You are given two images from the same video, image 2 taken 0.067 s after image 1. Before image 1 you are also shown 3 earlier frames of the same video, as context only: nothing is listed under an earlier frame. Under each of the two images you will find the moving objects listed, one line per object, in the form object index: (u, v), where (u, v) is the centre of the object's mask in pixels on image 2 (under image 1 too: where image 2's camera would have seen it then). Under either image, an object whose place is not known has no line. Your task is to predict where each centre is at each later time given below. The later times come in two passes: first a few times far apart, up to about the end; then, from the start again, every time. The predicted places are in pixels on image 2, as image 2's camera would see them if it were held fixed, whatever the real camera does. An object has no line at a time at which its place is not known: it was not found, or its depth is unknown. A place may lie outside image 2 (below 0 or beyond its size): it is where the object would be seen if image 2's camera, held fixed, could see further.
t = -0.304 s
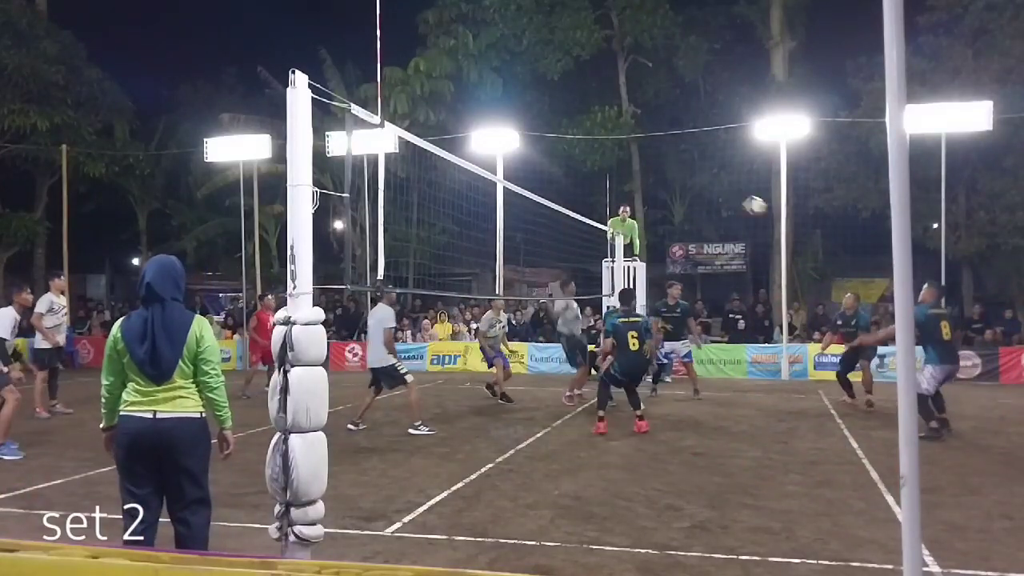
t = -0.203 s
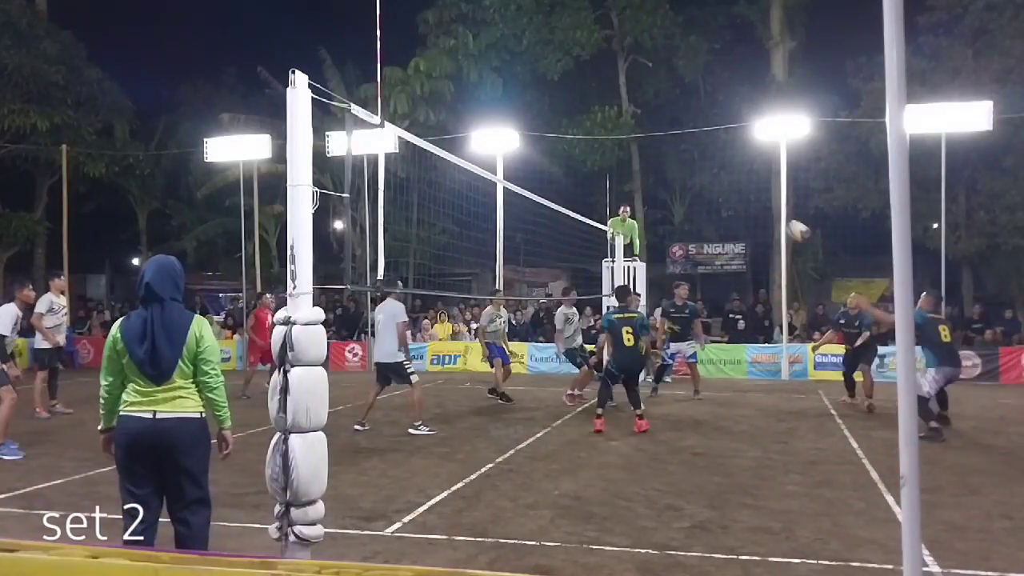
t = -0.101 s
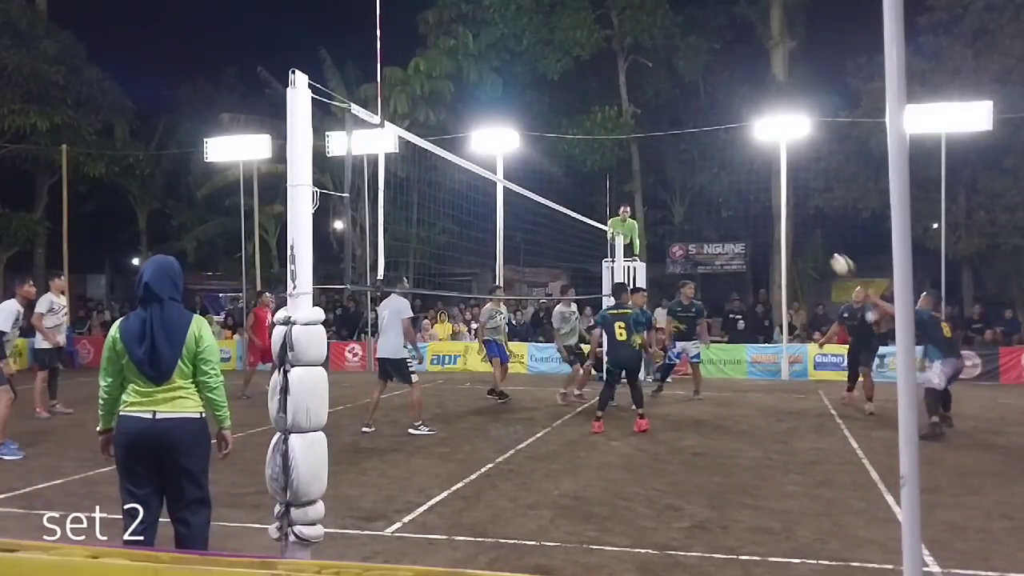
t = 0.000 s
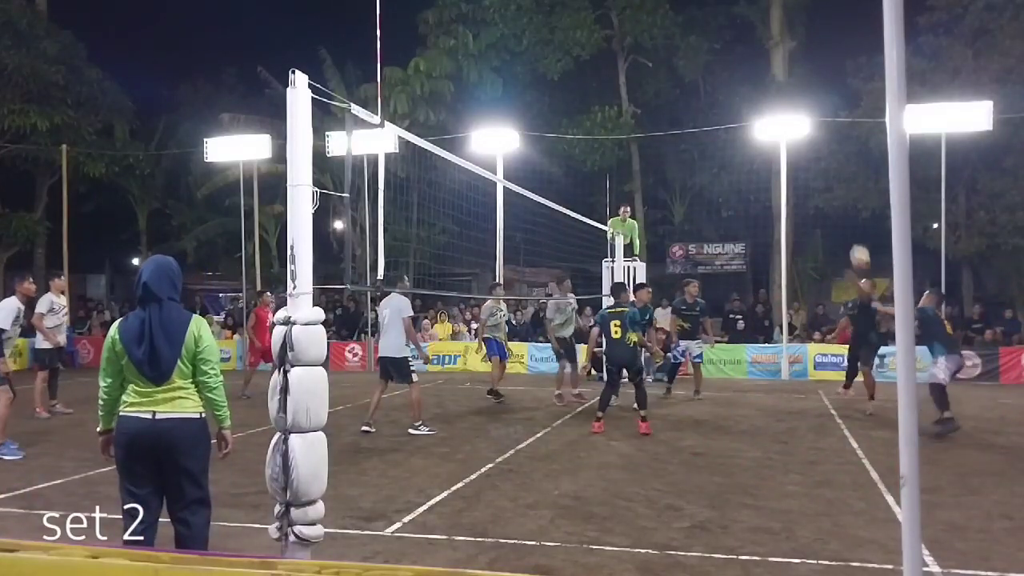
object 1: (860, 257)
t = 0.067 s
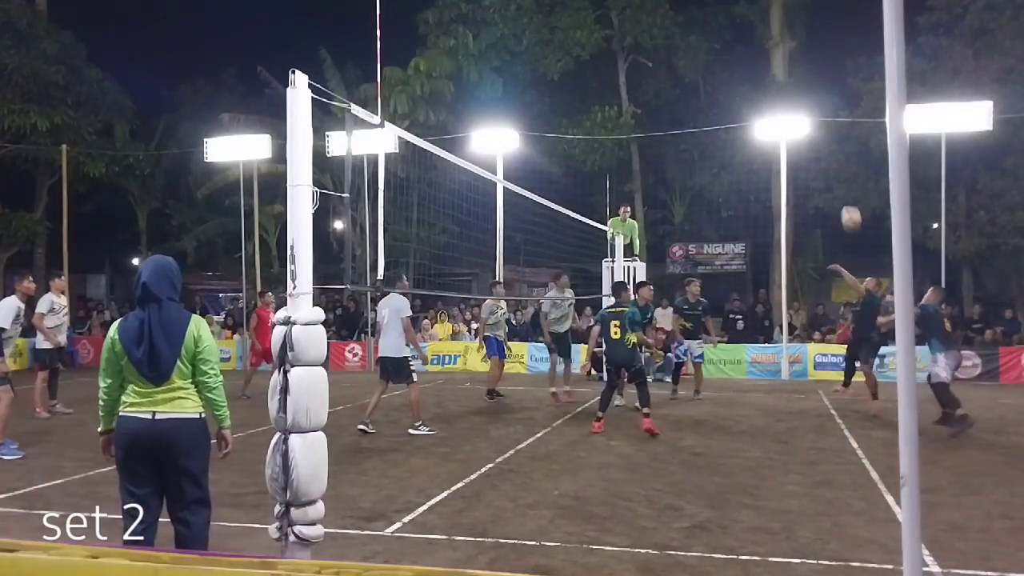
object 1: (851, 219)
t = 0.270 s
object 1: (824, 122)
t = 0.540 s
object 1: (784, 46)
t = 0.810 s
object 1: (744, 30)
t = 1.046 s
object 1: (706, 70)
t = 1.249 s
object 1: (671, 149)
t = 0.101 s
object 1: (846, 200)
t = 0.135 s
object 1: (842, 183)
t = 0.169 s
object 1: (837, 166)
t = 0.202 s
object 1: (832, 151)
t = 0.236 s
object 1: (828, 137)
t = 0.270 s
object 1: (824, 122)
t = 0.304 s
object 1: (818, 109)
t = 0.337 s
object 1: (813, 101)
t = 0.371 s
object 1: (808, 88)
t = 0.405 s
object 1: (804, 77)
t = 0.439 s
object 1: (799, 69)
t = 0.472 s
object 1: (794, 60)
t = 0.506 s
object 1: (789, 53)
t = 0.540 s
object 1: (784, 46)
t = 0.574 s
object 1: (780, 41)
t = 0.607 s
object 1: (774, 36)
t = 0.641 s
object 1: (769, 33)
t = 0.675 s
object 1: (764, 30)
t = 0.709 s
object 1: (759, 29)
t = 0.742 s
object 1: (754, 28)
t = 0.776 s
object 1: (749, 28)
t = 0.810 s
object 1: (744, 30)
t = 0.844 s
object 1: (738, 32)
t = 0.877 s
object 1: (733, 36)
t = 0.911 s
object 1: (728, 41)
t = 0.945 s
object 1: (722, 46)
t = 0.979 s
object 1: (717, 53)
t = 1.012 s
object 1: (711, 61)
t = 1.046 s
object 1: (706, 70)
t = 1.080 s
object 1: (700, 81)
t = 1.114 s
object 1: (695, 92)
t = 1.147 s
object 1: (689, 105)
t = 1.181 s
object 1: (683, 118)
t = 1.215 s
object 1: (677, 133)
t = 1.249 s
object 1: (671, 149)
